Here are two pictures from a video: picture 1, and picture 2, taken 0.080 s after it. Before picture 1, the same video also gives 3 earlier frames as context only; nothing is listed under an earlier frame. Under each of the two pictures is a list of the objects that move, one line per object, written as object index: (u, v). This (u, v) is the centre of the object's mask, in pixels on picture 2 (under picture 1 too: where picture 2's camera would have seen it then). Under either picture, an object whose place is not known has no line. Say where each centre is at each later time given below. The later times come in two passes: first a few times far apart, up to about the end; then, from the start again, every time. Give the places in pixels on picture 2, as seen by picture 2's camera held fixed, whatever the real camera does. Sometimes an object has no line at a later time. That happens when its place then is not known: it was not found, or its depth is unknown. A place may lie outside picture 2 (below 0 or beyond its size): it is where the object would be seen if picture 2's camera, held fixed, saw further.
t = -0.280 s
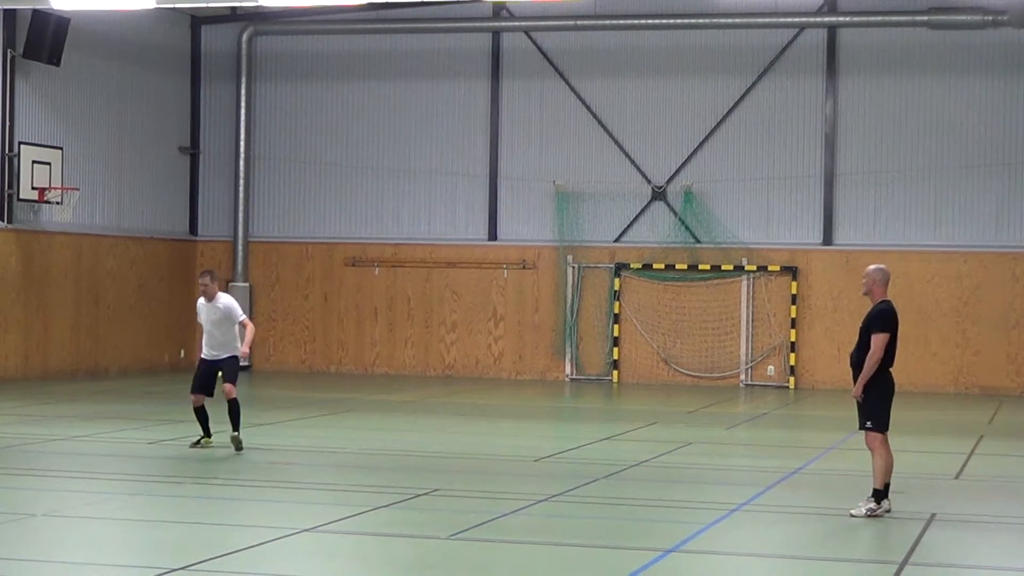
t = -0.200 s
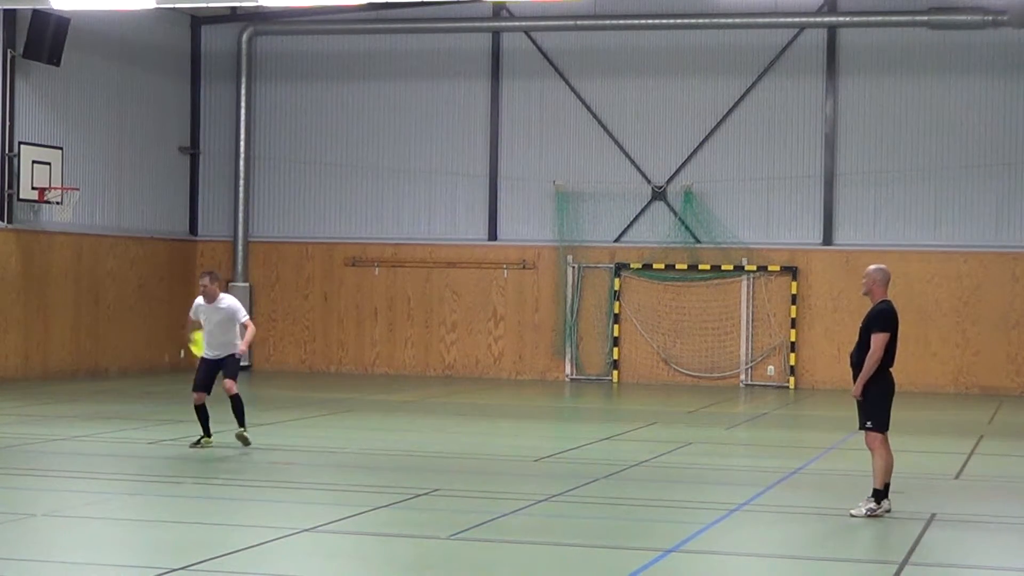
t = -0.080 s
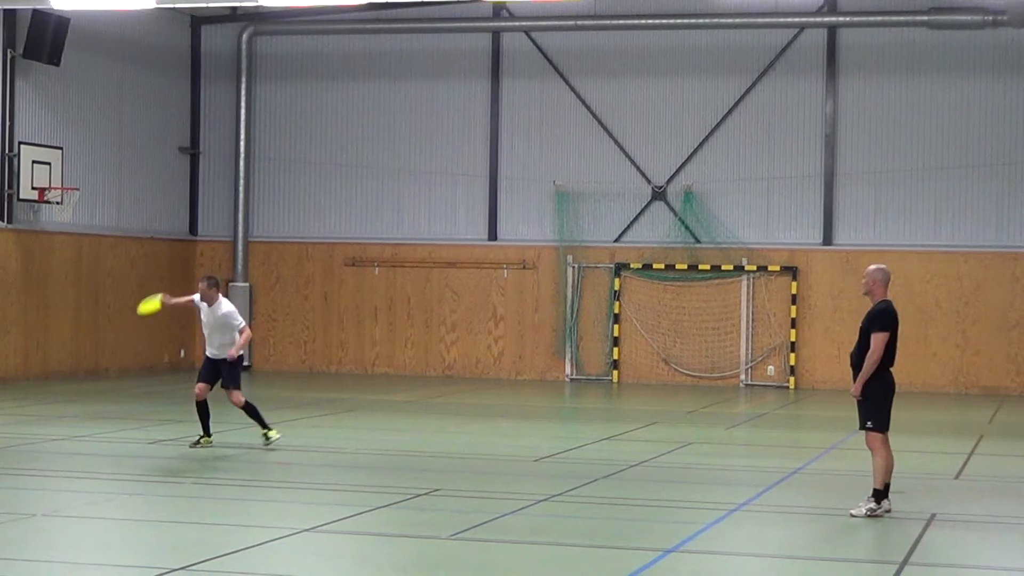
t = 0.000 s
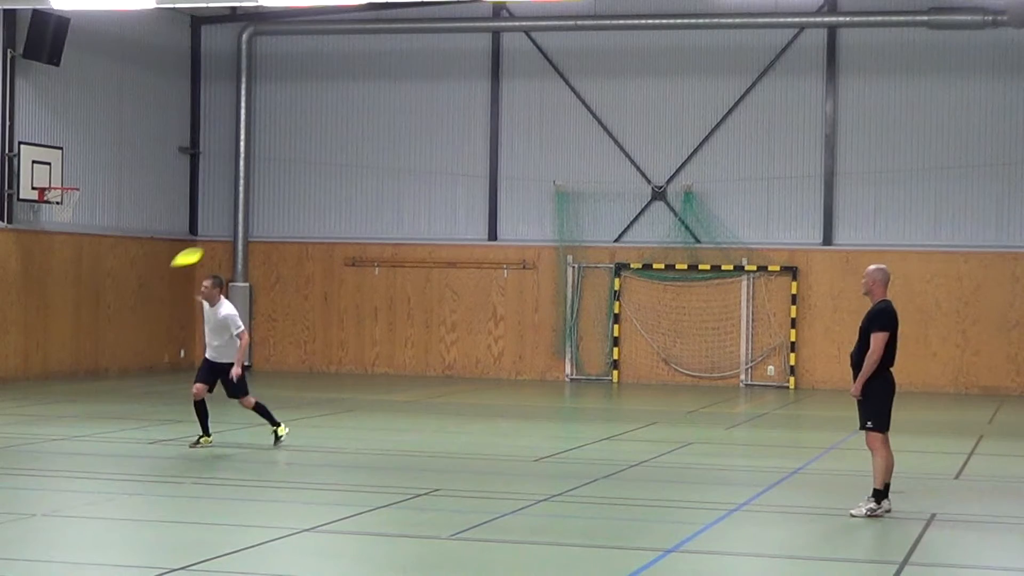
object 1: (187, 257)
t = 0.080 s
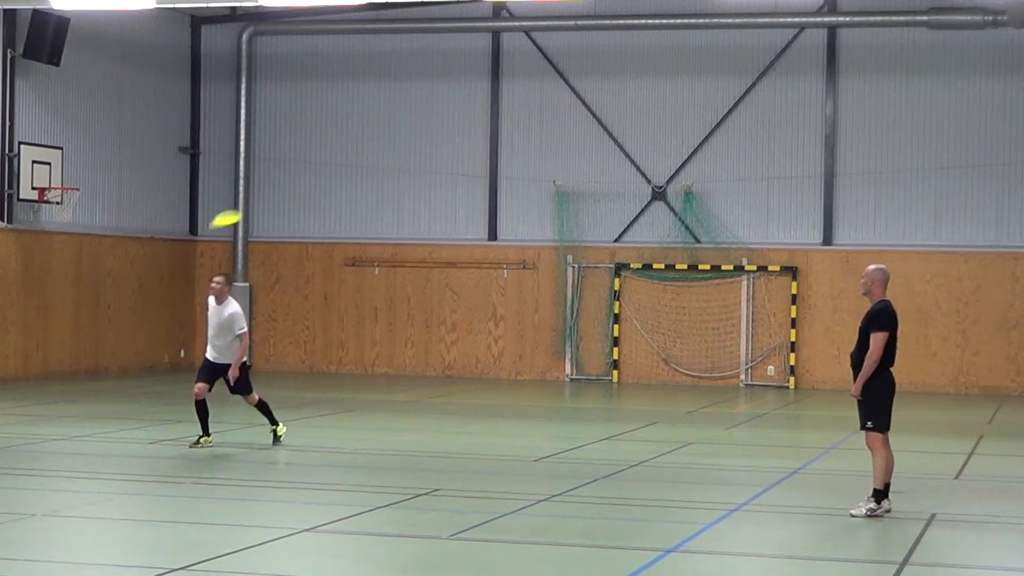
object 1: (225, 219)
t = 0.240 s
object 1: (302, 164)
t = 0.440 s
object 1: (399, 121)
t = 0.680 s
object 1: (512, 102)
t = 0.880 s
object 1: (599, 106)
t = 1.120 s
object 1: (696, 134)
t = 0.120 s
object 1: (245, 203)
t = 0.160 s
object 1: (264, 188)
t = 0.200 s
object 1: (283, 175)
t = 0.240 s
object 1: (302, 164)
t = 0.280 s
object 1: (321, 153)
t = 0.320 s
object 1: (341, 143)
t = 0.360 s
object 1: (360, 135)
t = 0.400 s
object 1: (379, 127)
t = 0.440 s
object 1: (399, 121)
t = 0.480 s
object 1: (418, 116)
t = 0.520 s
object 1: (437, 111)
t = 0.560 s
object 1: (456, 108)
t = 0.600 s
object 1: (475, 105)
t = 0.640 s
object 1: (494, 103)
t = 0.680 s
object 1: (512, 102)
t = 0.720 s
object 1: (530, 101)
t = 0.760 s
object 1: (548, 101)
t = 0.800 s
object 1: (565, 102)
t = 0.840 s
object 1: (582, 103)
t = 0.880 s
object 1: (599, 106)
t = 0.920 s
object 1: (615, 109)
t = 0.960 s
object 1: (632, 112)
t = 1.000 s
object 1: (648, 117)
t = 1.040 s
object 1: (664, 122)
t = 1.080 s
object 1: (680, 127)
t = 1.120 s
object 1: (696, 134)
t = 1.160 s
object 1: (711, 141)
